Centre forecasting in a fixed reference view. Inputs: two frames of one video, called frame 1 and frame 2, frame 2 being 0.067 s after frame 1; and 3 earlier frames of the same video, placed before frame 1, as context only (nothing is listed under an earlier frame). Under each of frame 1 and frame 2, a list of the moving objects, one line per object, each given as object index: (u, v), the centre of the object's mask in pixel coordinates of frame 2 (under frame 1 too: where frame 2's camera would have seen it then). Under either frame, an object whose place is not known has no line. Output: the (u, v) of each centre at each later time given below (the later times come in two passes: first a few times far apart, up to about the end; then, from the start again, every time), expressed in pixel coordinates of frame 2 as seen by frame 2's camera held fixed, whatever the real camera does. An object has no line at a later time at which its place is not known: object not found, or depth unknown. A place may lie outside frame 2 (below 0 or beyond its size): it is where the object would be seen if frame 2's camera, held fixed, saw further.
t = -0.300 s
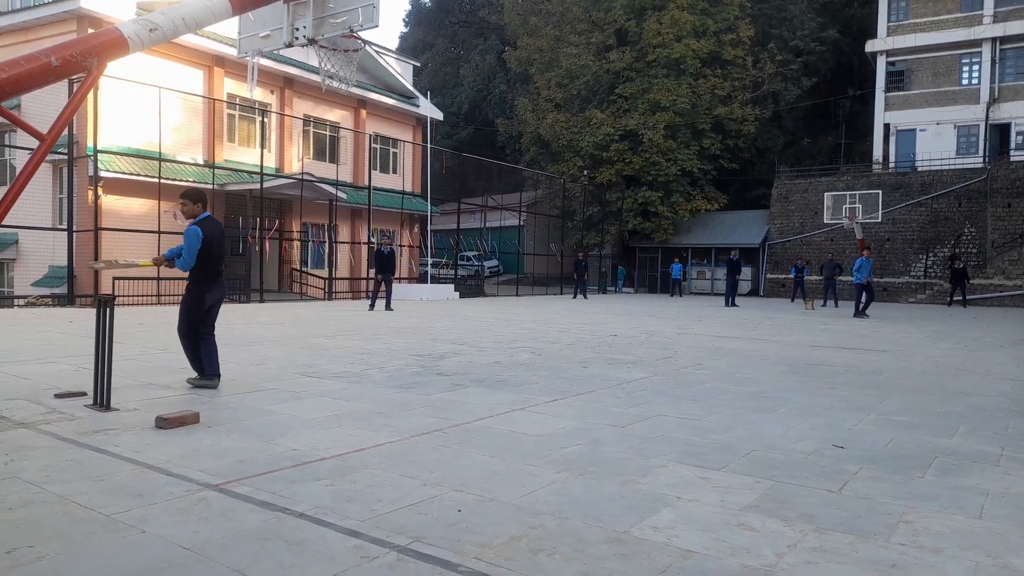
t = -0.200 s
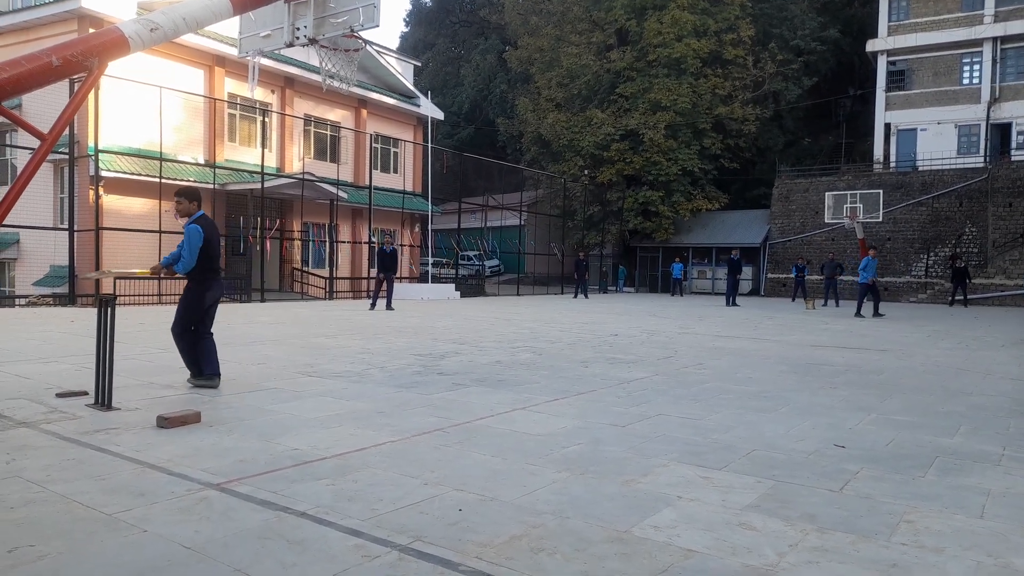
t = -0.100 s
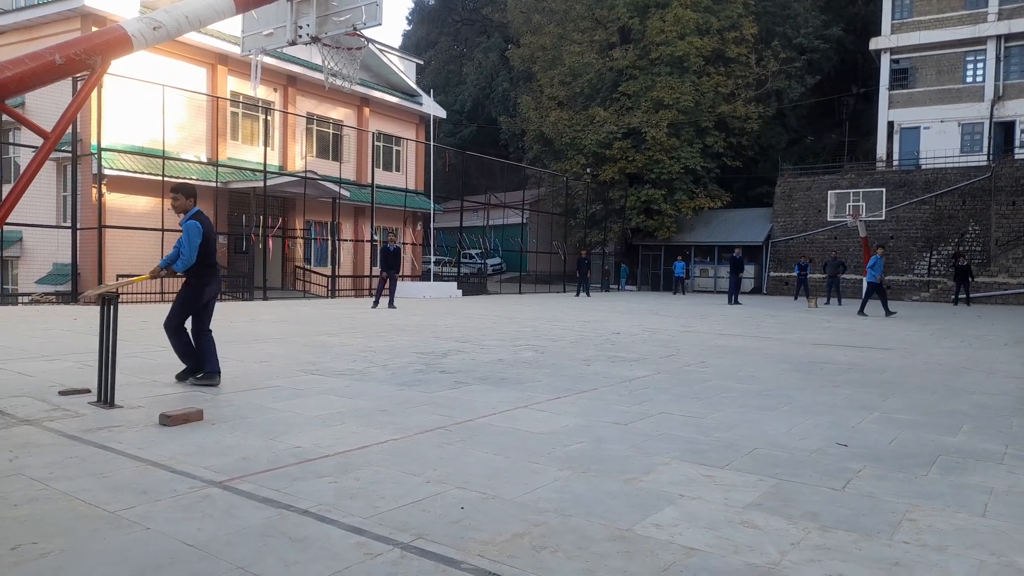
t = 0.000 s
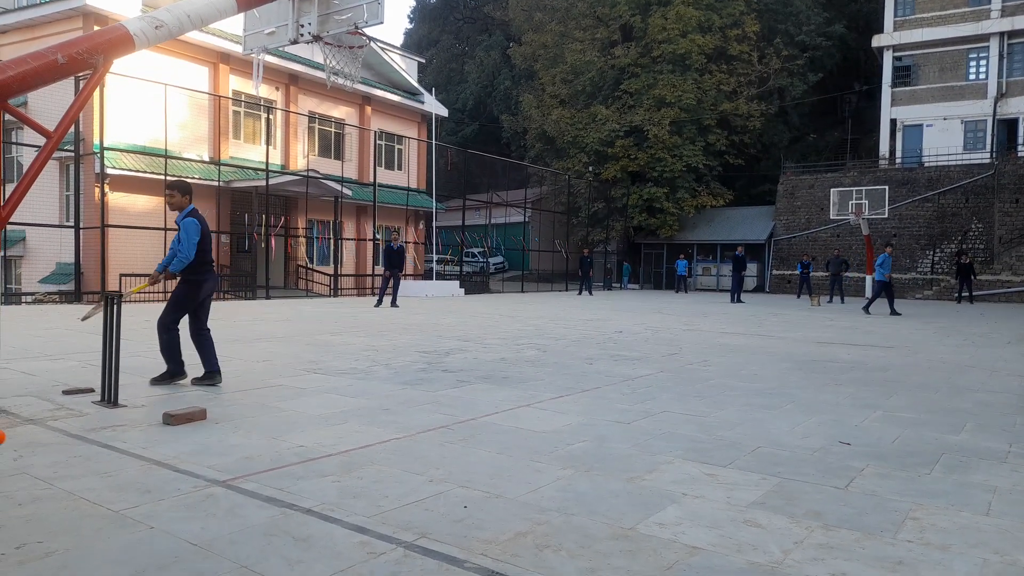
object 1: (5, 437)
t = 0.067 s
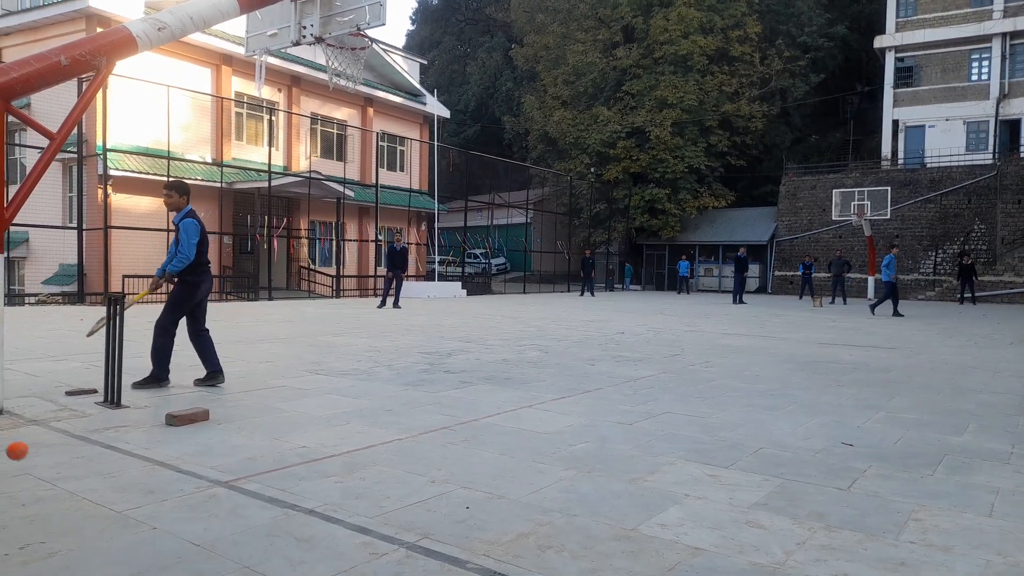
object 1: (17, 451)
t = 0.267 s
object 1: (78, 503)
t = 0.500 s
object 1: (152, 529)
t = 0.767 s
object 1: (246, 545)
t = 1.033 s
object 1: (350, 569)
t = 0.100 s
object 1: (27, 461)
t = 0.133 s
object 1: (37, 475)
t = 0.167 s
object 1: (47, 491)
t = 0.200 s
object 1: (57, 512)
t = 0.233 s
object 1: (68, 511)
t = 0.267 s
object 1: (78, 503)
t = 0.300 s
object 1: (88, 497)
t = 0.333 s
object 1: (98, 495)
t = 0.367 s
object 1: (108, 496)
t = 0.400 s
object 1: (119, 499)
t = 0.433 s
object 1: (130, 506)
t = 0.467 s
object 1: (141, 516)
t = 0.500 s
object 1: (152, 529)
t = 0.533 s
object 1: (163, 532)
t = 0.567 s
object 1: (175, 528)
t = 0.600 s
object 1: (187, 526)
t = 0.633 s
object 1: (198, 529)
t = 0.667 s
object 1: (210, 534)
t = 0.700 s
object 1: (222, 542)
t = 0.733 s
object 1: (234, 547)
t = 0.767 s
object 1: (246, 545)
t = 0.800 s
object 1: (259, 547)
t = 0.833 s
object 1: (271, 551)
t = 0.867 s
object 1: (284, 558)
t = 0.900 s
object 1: (297, 558)
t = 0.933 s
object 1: (309, 560)
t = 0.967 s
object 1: (322, 566)
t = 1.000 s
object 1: (336, 567)
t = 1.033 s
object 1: (350, 569)
